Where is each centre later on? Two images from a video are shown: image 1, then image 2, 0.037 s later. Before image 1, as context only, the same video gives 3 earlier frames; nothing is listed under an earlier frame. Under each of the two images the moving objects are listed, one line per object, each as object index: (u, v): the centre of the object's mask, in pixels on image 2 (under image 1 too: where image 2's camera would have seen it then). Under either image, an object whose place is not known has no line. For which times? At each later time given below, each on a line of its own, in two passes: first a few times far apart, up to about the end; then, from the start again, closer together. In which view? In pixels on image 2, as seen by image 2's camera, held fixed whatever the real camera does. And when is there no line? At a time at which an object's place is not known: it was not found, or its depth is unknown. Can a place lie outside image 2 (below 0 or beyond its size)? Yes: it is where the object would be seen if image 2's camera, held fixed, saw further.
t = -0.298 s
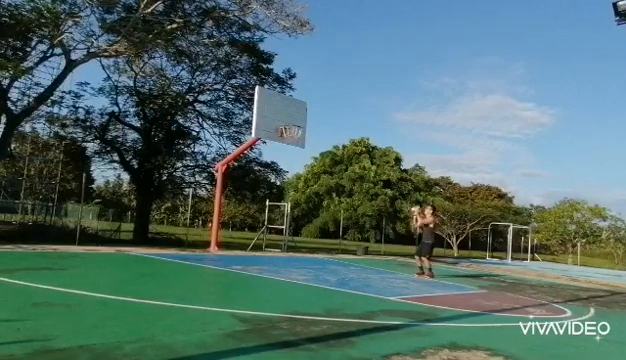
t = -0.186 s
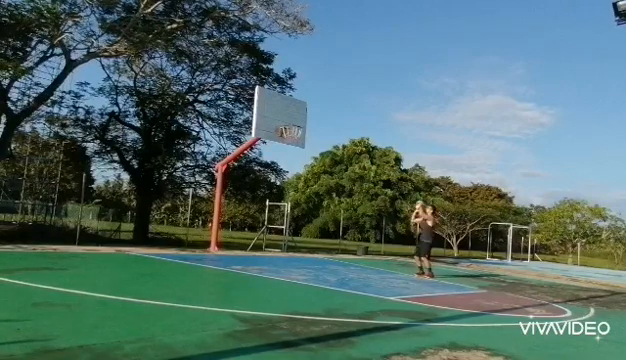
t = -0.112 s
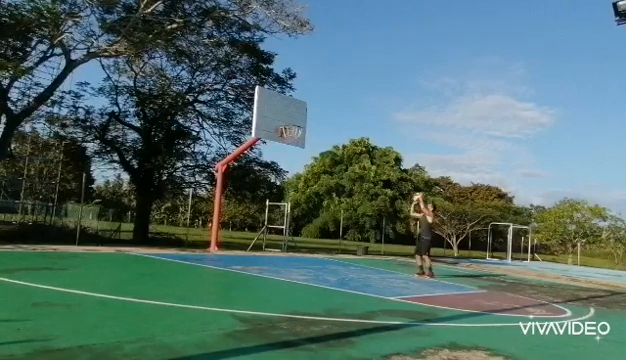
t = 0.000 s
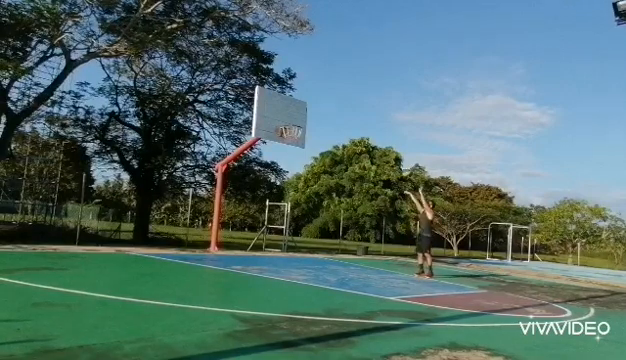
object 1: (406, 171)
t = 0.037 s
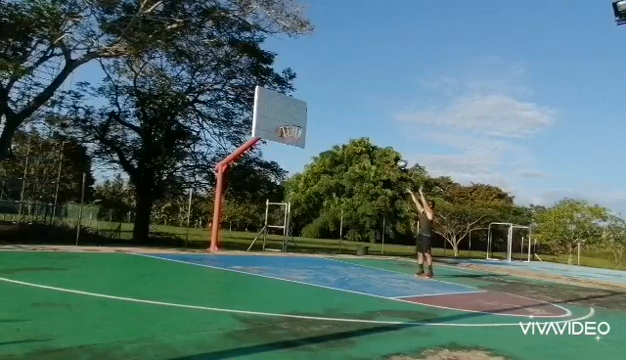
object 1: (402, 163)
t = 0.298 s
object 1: (371, 120)
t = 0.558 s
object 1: (339, 103)
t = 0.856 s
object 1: (298, 117)
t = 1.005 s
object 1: (287, 135)
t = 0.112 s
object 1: (393, 147)
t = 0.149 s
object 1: (389, 141)
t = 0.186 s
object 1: (384, 135)
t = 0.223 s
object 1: (380, 130)
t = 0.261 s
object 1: (375, 124)
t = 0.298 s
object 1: (371, 120)
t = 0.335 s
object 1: (367, 116)
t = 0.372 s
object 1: (362, 113)
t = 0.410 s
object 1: (357, 110)
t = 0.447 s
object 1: (352, 107)
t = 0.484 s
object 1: (348, 106)
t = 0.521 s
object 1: (343, 104)
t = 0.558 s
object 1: (339, 103)
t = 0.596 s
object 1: (334, 103)
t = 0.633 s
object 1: (329, 104)
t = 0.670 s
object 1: (324, 105)
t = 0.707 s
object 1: (319, 106)
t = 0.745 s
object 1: (315, 108)
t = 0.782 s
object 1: (309, 111)
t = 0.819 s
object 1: (304, 114)
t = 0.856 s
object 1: (298, 117)
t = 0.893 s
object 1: (293, 121)
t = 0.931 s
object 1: (289, 127)
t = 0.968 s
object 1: (287, 130)
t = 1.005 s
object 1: (287, 135)
